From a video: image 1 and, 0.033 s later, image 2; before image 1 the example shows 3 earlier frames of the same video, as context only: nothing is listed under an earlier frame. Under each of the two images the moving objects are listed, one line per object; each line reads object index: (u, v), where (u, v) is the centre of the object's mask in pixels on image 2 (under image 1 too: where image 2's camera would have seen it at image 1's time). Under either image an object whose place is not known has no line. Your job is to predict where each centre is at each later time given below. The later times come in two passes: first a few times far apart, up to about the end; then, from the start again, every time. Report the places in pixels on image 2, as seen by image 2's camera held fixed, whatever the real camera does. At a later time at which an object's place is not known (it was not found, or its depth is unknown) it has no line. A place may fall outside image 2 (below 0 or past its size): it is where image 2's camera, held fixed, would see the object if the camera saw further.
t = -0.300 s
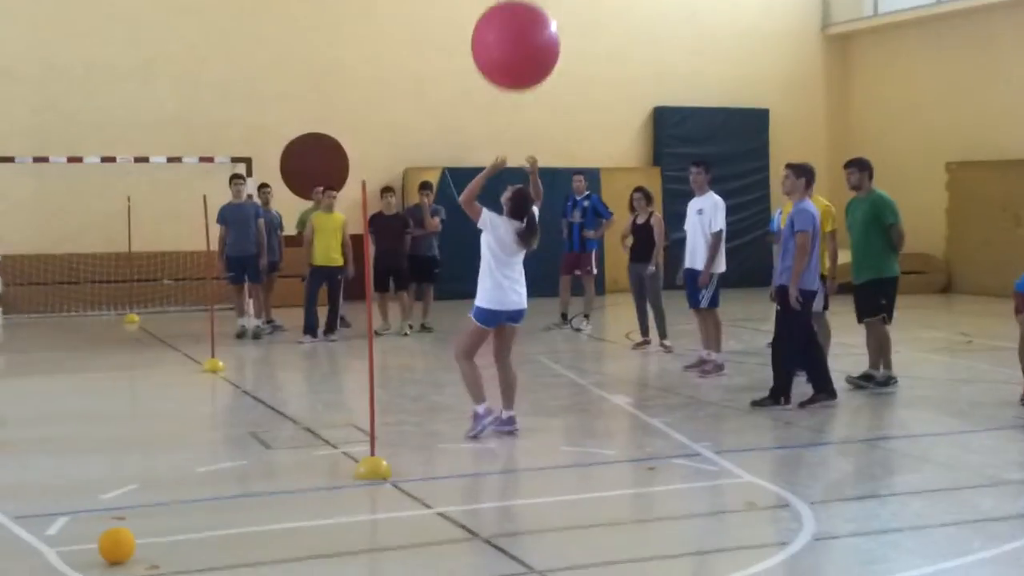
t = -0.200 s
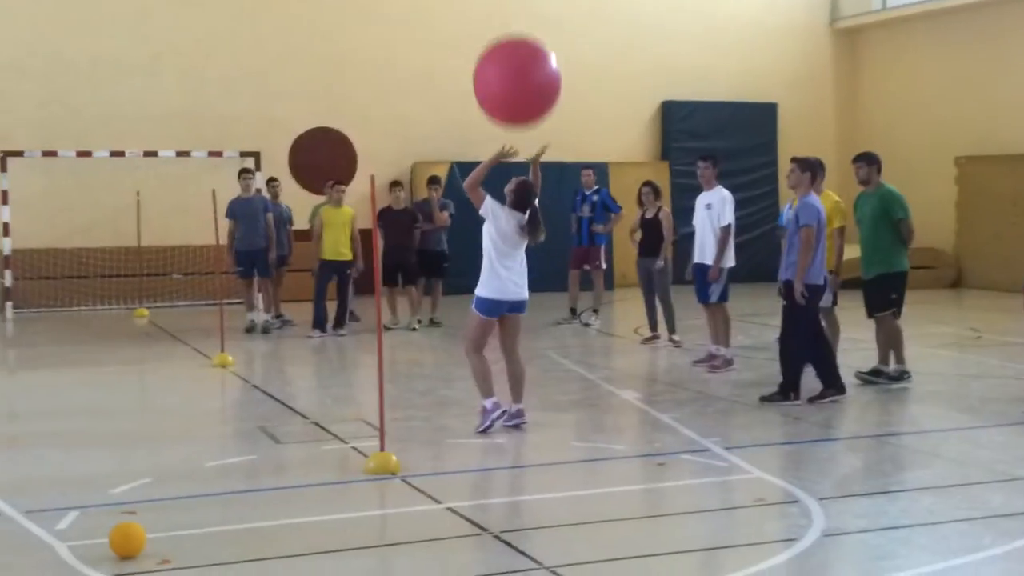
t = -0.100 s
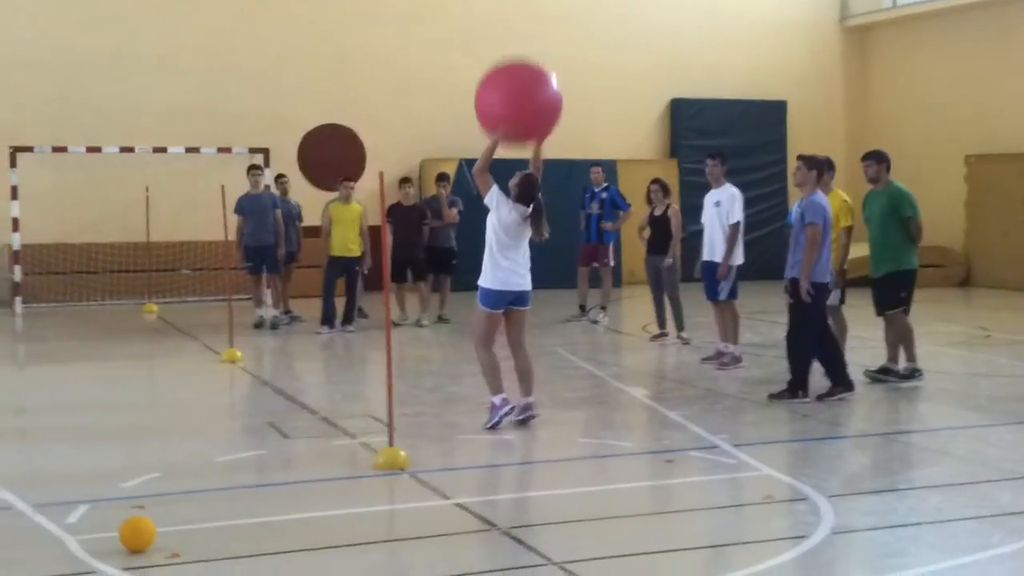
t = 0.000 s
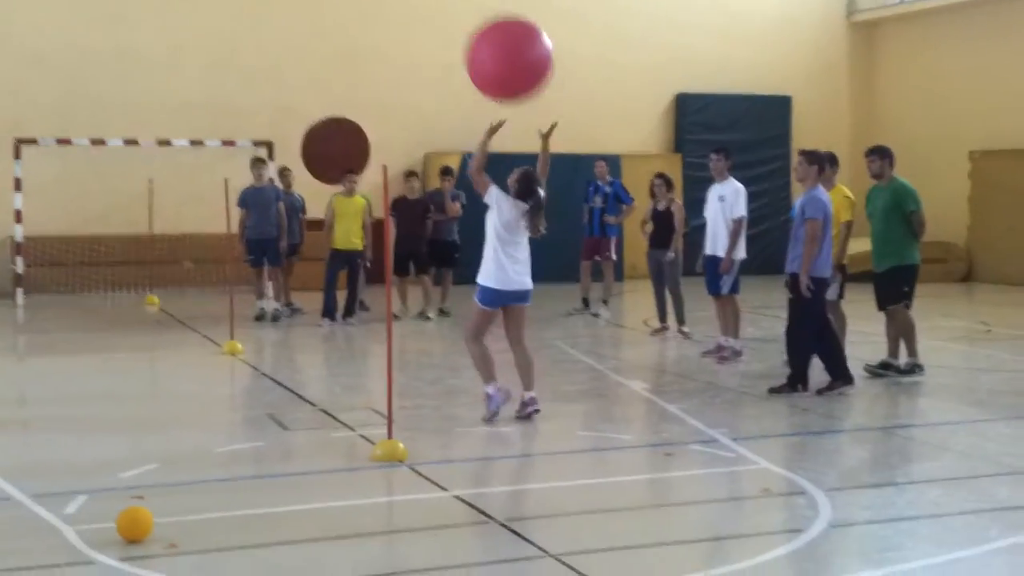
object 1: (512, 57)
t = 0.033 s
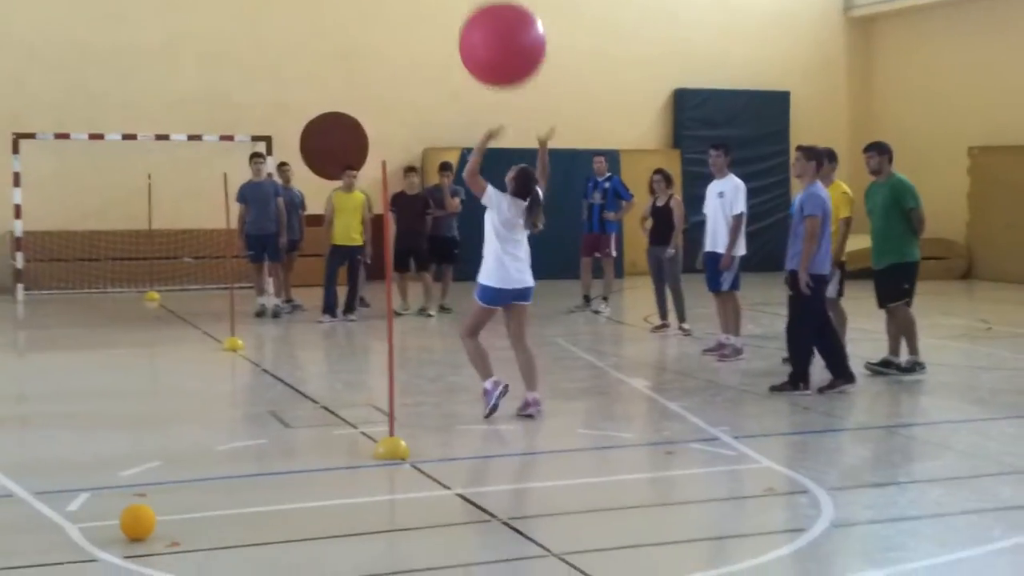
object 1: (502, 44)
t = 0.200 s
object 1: (480, 23)
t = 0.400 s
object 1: (451, 36)
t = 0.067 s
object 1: (496, 35)
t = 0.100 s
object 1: (496, 31)
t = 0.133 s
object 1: (490, 29)
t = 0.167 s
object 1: (480, 25)
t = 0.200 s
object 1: (480, 23)
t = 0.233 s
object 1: (477, 24)
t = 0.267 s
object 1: (469, 23)
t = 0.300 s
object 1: (467, 23)
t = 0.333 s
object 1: (465, 26)
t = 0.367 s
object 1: (457, 30)
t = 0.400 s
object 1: (451, 36)
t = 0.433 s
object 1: (449, 47)
